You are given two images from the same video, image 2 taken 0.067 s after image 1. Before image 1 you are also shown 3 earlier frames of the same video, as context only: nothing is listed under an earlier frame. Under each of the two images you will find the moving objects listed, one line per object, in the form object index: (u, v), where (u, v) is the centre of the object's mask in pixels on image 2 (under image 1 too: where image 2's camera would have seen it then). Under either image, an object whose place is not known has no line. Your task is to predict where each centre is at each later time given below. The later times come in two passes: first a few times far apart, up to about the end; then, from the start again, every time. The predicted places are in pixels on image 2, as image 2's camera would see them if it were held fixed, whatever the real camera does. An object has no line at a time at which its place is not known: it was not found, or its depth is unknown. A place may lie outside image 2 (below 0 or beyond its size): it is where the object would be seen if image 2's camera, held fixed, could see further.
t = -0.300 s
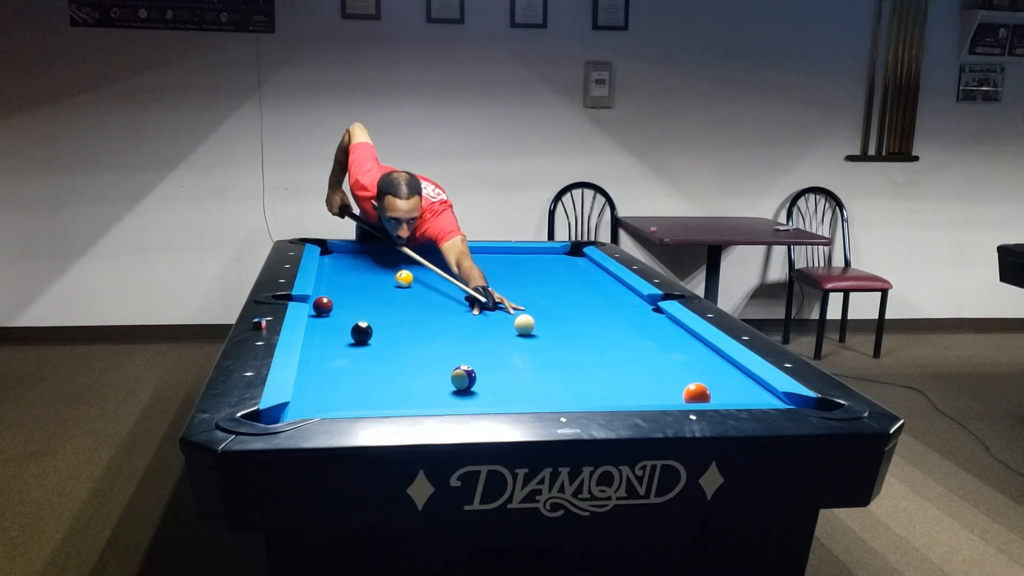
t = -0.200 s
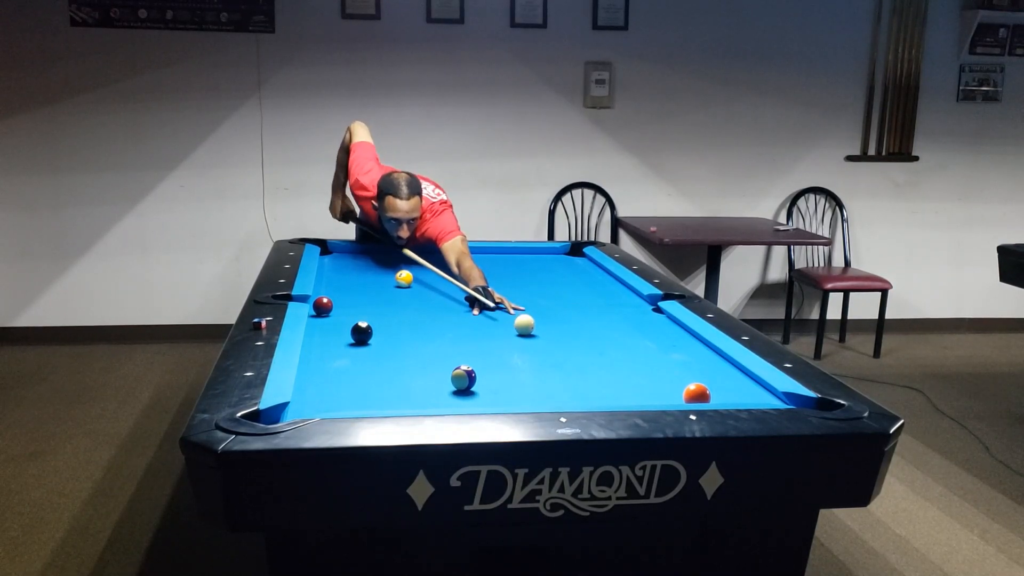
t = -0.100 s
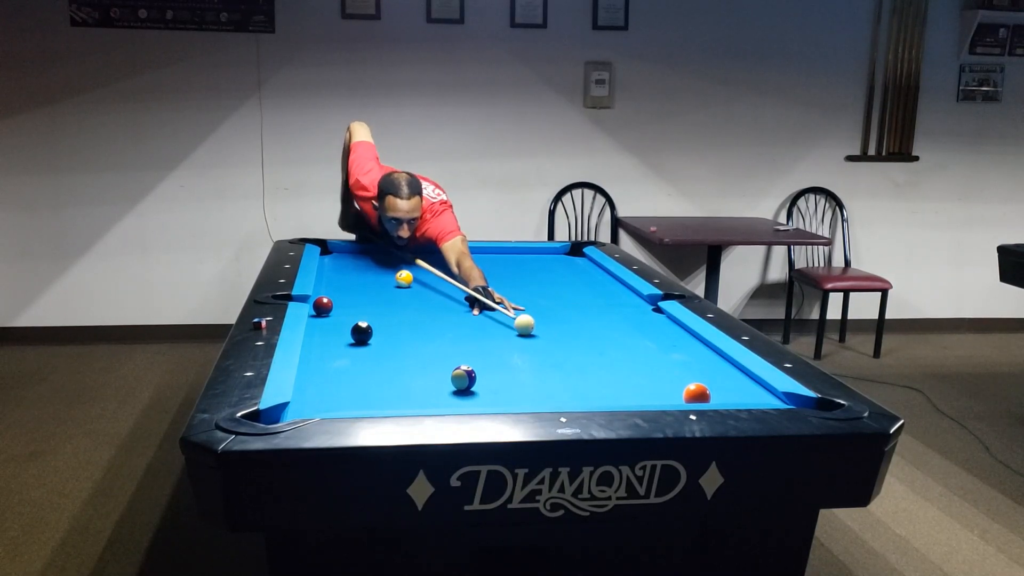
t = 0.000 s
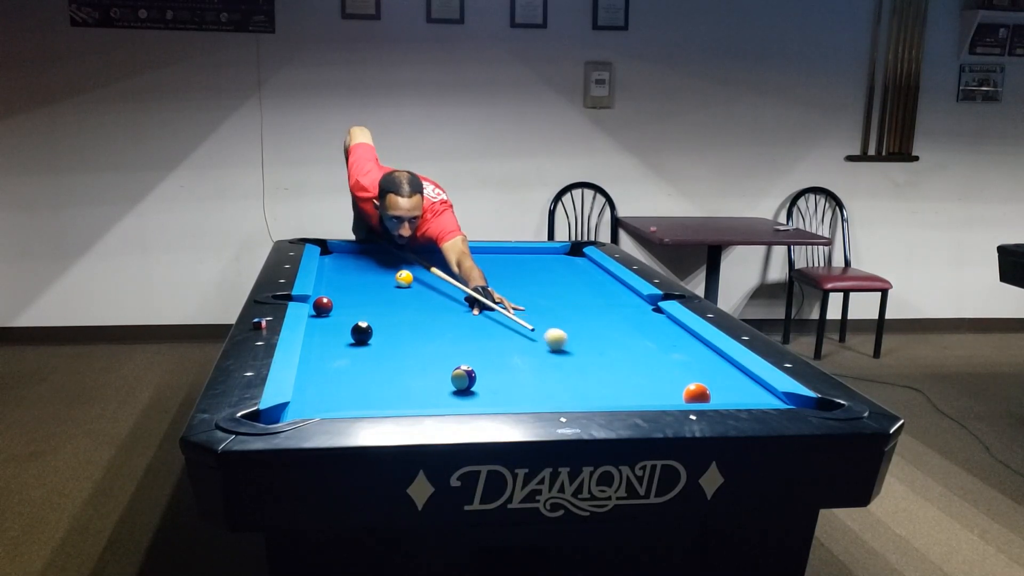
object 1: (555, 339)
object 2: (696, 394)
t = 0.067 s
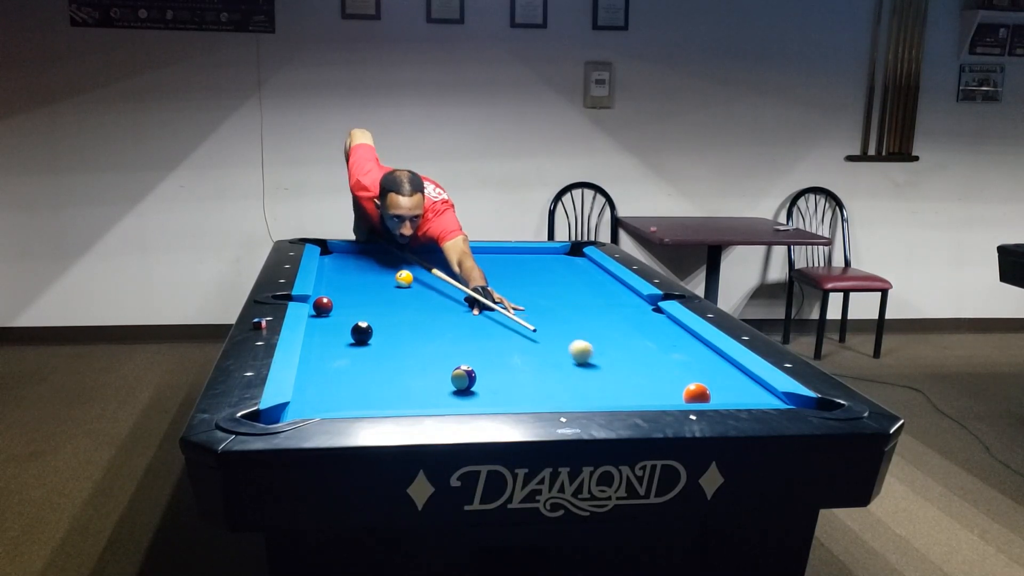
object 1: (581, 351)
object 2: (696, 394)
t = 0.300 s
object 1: (669, 395)
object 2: (708, 394)
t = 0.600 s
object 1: (629, 375)
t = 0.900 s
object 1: (595, 350)
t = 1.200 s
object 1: (568, 330)
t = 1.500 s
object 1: (545, 314)
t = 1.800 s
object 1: (526, 300)
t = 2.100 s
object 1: (509, 288)
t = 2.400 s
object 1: (495, 278)
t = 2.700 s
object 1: (482, 269)
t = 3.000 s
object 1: (471, 261)
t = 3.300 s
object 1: (462, 254)
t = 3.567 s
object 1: (455, 249)
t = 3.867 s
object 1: (454, 252)
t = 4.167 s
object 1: (454, 255)
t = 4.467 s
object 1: (454, 258)
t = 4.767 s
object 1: (454, 261)
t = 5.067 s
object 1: (454, 263)
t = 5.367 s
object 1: (455, 265)
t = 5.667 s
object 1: (455, 267)
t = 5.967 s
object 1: (456, 268)
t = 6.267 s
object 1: (458, 269)
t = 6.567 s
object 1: (458, 269)
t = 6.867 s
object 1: (458, 270)
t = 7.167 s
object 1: (458, 269)
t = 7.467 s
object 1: (458, 269)
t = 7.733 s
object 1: (458, 269)
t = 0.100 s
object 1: (593, 358)
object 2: (696, 394)
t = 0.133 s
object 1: (606, 364)
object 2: (696, 394)
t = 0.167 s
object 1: (620, 370)
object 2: (696, 394)
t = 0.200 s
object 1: (634, 377)
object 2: (696, 394)
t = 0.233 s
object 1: (649, 384)
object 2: (696, 394)
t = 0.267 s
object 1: (665, 391)
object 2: (696, 394)
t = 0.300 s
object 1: (669, 395)
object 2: (708, 394)
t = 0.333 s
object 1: (669, 397)
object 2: (722, 394)
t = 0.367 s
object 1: (662, 395)
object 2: (735, 395)
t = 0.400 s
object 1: (657, 393)
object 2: (746, 395)
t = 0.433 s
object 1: (652, 391)
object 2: (757, 396)
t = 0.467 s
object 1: (647, 388)
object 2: (769, 397)
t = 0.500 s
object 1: (642, 385)
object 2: (780, 398)
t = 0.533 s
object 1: (638, 381)
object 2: (791, 401)
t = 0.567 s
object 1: (634, 379)
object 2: (801, 405)
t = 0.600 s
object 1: (629, 375)
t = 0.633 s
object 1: (625, 372)
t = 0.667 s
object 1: (621, 369)
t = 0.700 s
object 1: (617, 366)
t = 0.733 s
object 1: (613, 363)
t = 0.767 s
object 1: (609, 361)
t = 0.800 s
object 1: (606, 358)
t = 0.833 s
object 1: (602, 355)
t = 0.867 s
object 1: (599, 353)
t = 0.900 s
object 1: (595, 350)
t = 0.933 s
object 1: (592, 348)
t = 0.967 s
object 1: (589, 345)
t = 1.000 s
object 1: (585, 343)
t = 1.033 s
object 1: (582, 341)
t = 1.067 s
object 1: (579, 339)
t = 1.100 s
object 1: (576, 337)
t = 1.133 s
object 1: (573, 334)
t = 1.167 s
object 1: (571, 332)
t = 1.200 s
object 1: (568, 330)
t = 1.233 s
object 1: (565, 328)
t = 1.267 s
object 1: (562, 326)
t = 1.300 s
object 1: (560, 324)
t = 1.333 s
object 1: (557, 322)
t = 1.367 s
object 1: (555, 321)
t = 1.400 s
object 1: (552, 319)
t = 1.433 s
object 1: (550, 317)
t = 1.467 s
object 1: (547, 315)
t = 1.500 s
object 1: (545, 314)
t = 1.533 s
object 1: (543, 312)
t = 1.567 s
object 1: (540, 310)
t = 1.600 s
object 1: (538, 309)
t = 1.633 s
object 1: (536, 307)
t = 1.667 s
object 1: (534, 306)
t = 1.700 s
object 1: (532, 304)
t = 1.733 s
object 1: (530, 303)
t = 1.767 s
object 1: (528, 301)
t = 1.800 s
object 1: (526, 300)
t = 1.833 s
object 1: (524, 298)
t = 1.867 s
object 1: (522, 297)
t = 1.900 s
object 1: (520, 295)
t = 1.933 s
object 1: (518, 294)
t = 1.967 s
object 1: (516, 293)
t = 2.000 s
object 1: (514, 291)
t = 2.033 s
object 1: (513, 290)
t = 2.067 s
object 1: (511, 289)
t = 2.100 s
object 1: (509, 288)
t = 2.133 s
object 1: (507, 287)
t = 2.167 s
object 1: (506, 285)
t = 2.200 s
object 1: (504, 284)
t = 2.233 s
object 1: (502, 283)
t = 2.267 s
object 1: (501, 282)
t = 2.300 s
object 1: (499, 281)
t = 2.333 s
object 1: (498, 280)
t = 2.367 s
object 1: (496, 279)
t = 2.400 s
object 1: (495, 278)
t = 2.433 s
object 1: (493, 276)
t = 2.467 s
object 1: (492, 275)
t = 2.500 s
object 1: (490, 274)
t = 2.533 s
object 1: (489, 273)
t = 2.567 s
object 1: (488, 272)
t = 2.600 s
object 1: (486, 271)
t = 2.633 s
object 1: (485, 270)
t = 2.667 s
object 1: (484, 269)
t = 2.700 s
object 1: (482, 269)
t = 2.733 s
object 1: (481, 268)
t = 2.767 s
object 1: (480, 267)
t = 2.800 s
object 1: (478, 266)
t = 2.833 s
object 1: (477, 265)
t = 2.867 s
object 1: (476, 264)
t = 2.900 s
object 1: (475, 263)
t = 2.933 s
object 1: (474, 263)
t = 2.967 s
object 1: (473, 262)
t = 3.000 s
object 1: (471, 261)
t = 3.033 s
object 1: (470, 260)
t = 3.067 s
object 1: (469, 259)
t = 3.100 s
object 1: (468, 258)
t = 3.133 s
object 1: (467, 258)
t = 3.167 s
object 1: (466, 257)
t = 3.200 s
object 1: (465, 256)
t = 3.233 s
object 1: (464, 255)
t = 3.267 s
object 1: (463, 255)
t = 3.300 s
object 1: (462, 254)
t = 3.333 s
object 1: (461, 253)
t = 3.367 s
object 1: (460, 253)
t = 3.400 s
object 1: (459, 252)
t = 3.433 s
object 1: (458, 251)
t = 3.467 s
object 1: (457, 250)
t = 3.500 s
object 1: (456, 250)
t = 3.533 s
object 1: (455, 249)
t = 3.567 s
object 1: (455, 249)
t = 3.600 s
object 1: (454, 249)
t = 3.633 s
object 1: (455, 249)
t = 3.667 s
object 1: (454, 250)
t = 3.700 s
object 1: (454, 250)
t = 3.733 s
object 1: (454, 251)
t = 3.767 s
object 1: (454, 251)
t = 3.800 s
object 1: (454, 251)
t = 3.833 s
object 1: (454, 252)
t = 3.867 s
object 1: (454, 252)
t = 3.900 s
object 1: (454, 253)
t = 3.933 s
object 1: (454, 253)
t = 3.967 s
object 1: (454, 253)
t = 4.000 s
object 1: (454, 254)
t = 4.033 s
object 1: (454, 254)
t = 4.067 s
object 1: (454, 254)
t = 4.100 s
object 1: (454, 255)
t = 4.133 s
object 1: (454, 255)
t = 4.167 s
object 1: (454, 255)
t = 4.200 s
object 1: (453, 256)
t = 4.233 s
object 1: (453, 256)
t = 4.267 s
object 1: (453, 256)
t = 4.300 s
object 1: (453, 257)
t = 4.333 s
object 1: (453, 257)
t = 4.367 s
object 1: (453, 257)
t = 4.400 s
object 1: (453, 257)
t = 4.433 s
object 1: (453, 258)
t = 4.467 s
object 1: (454, 258)
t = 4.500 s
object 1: (454, 258)
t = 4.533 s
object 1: (454, 259)
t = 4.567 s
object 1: (454, 259)
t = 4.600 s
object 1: (454, 259)
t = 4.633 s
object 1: (454, 260)
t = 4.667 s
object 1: (454, 260)
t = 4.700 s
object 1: (454, 260)
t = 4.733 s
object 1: (454, 260)
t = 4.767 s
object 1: (454, 261)
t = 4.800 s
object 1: (454, 261)
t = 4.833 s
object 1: (454, 261)
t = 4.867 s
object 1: (454, 262)
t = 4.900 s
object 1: (454, 262)
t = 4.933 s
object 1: (454, 262)
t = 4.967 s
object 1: (454, 262)
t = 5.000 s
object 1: (454, 263)
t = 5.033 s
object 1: (454, 263)
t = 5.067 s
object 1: (454, 263)
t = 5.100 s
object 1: (454, 263)
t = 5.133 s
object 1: (454, 264)
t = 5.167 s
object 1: (454, 264)
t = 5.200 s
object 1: (454, 264)
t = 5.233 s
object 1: (454, 264)
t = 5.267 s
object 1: (454, 264)
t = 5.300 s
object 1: (454, 265)
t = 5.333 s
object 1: (455, 265)
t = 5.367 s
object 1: (455, 265)
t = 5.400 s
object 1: (455, 265)
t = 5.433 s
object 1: (455, 265)
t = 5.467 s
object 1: (455, 266)
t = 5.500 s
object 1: (455, 266)
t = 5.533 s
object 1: (455, 266)
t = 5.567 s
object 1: (455, 266)
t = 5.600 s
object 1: (455, 266)
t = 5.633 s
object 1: (455, 266)
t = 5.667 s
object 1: (455, 267)
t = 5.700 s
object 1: (456, 267)
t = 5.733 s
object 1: (456, 267)
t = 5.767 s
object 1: (456, 267)
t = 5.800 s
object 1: (456, 267)
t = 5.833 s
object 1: (456, 267)
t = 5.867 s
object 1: (456, 268)
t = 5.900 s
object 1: (456, 268)
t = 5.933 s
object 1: (456, 268)
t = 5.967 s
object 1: (456, 268)
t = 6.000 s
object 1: (456, 268)
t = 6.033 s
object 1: (457, 268)
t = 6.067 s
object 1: (457, 268)
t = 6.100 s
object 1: (457, 268)
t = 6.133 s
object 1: (457, 269)
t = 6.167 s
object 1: (457, 269)
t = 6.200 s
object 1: (457, 269)
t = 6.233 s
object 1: (457, 269)
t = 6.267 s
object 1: (458, 269)
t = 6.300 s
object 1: (458, 269)
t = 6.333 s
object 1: (458, 269)
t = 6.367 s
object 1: (458, 269)
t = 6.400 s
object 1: (458, 269)
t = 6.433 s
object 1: (458, 269)
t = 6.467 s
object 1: (458, 269)
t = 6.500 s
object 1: (458, 269)
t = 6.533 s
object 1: (458, 269)
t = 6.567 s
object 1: (458, 269)
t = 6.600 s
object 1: (458, 269)
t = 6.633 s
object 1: (458, 269)
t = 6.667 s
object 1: (458, 269)
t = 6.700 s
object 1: (458, 270)
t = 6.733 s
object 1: (458, 270)
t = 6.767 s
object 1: (458, 270)
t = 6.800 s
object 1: (458, 270)
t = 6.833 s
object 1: (458, 270)
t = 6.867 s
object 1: (458, 270)
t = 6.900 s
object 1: (458, 269)
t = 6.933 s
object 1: (458, 269)
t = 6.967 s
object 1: (458, 269)
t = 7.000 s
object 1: (458, 269)
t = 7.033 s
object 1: (458, 269)
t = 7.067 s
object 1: (458, 269)
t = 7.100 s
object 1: (458, 269)
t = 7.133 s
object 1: (458, 269)
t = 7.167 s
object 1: (458, 269)
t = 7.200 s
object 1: (458, 269)
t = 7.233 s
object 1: (458, 269)
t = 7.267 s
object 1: (458, 269)
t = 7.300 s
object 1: (458, 269)
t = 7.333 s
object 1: (458, 269)
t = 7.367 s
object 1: (458, 269)
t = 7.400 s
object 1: (458, 269)
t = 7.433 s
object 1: (458, 269)
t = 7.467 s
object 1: (458, 269)
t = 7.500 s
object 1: (458, 269)
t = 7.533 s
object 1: (458, 269)
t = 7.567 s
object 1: (458, 269)
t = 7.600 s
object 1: (458, 269)
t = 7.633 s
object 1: (458, 269)
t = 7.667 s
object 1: (458, 269)
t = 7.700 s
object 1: (458, 269)
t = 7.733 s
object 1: (458, 269)
